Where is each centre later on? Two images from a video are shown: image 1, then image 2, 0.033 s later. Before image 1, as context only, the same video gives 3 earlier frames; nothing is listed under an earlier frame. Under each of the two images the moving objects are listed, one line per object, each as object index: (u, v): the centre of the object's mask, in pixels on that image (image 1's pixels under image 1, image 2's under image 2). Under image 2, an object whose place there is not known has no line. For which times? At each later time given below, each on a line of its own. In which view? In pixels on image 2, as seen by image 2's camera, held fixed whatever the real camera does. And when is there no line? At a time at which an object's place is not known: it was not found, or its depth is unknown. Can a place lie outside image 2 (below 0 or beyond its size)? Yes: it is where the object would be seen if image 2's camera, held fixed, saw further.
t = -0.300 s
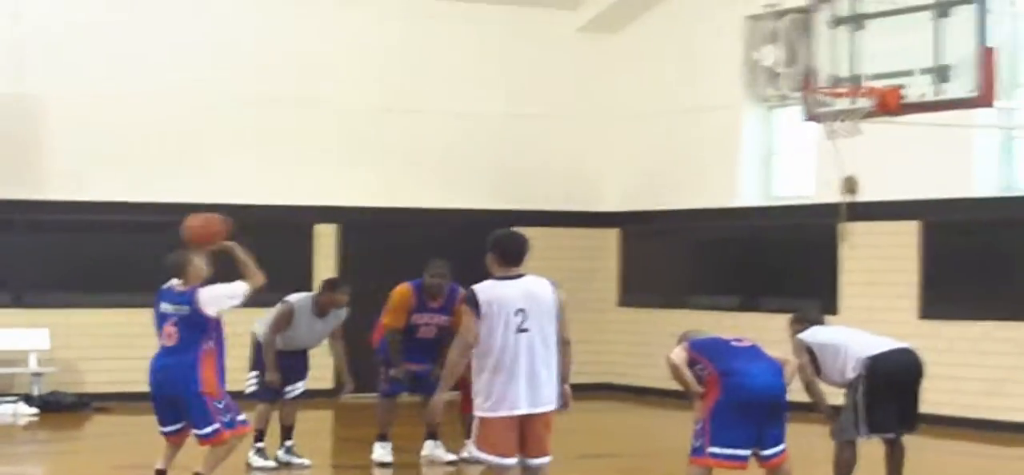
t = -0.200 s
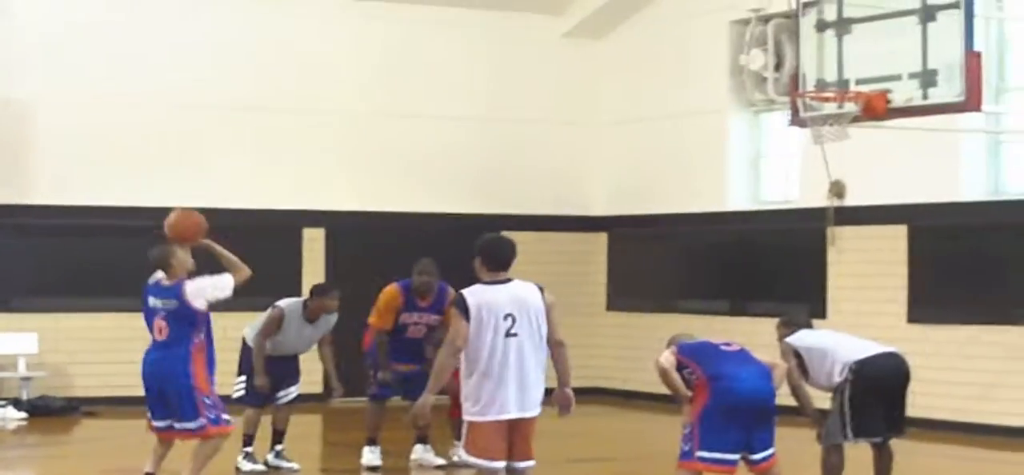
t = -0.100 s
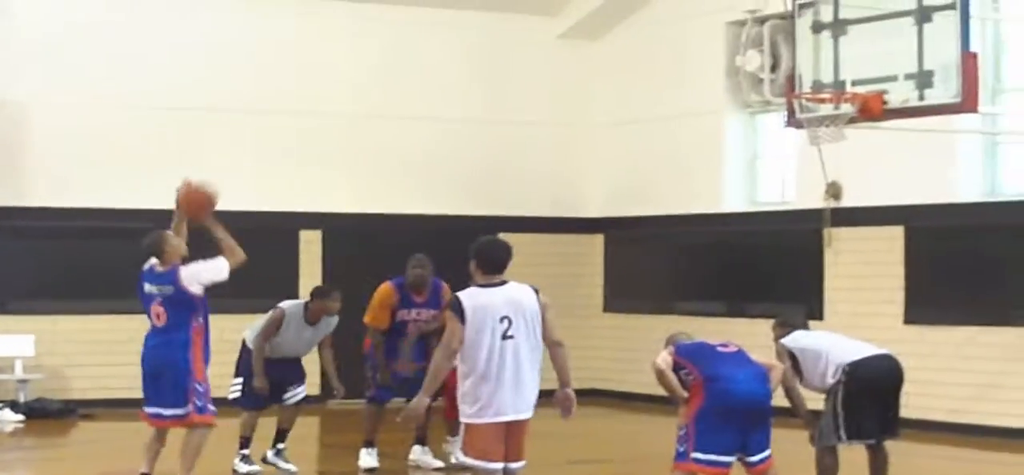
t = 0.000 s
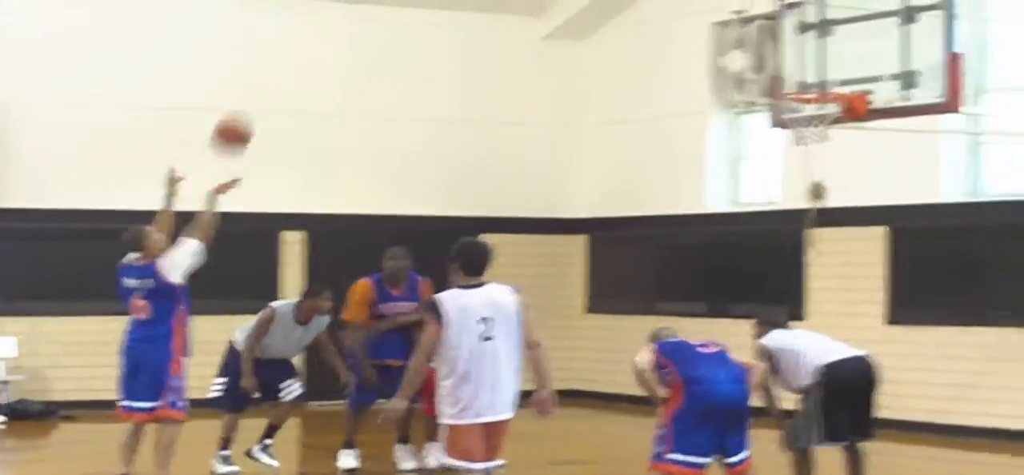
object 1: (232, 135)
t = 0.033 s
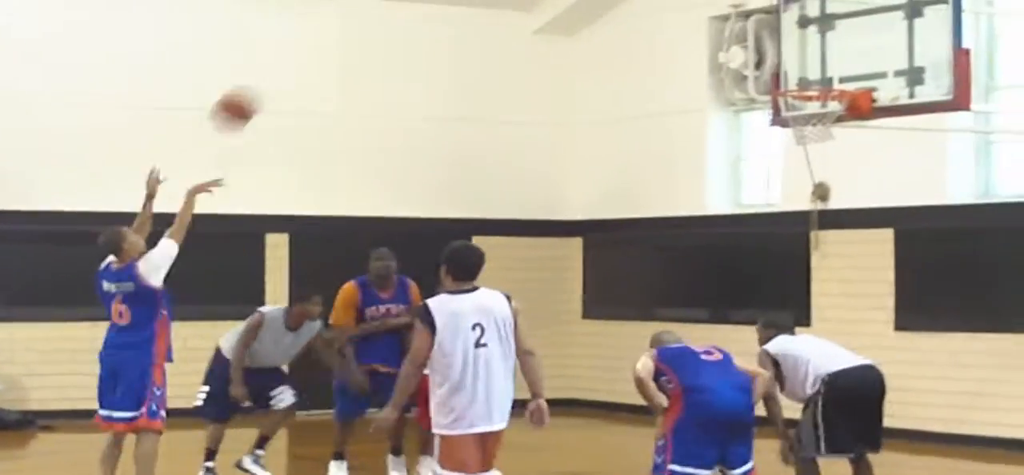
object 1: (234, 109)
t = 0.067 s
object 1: (258, 87)
